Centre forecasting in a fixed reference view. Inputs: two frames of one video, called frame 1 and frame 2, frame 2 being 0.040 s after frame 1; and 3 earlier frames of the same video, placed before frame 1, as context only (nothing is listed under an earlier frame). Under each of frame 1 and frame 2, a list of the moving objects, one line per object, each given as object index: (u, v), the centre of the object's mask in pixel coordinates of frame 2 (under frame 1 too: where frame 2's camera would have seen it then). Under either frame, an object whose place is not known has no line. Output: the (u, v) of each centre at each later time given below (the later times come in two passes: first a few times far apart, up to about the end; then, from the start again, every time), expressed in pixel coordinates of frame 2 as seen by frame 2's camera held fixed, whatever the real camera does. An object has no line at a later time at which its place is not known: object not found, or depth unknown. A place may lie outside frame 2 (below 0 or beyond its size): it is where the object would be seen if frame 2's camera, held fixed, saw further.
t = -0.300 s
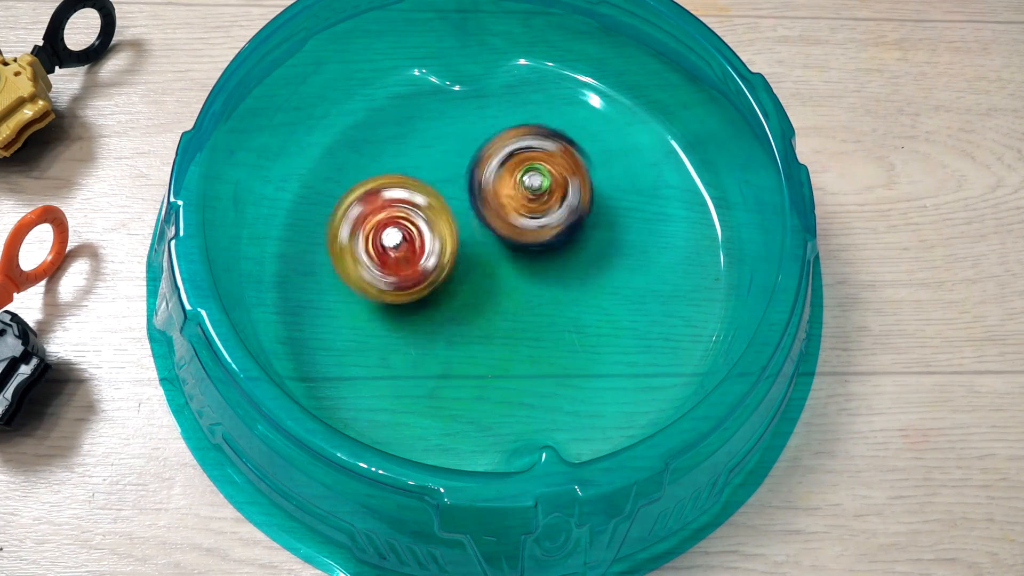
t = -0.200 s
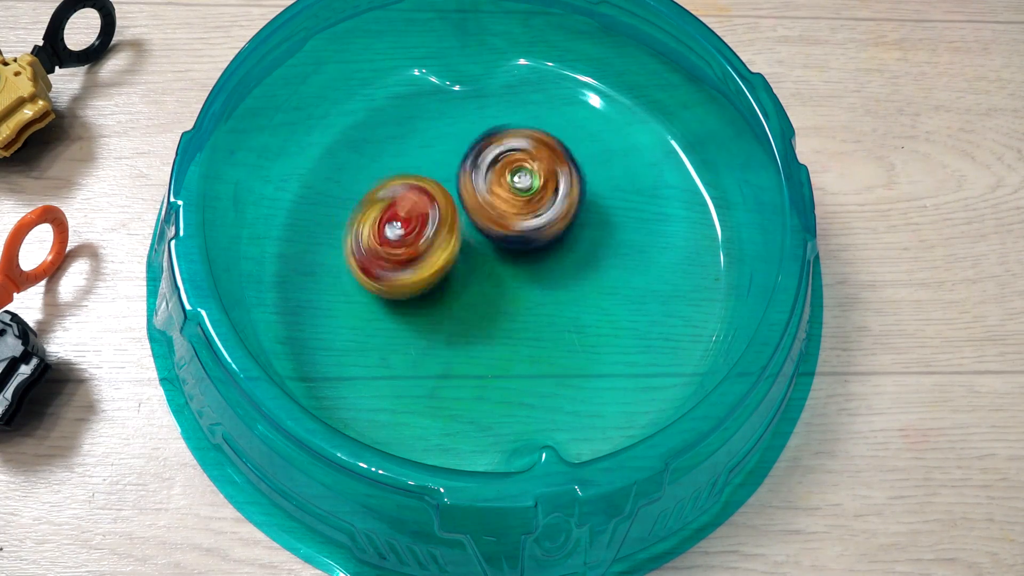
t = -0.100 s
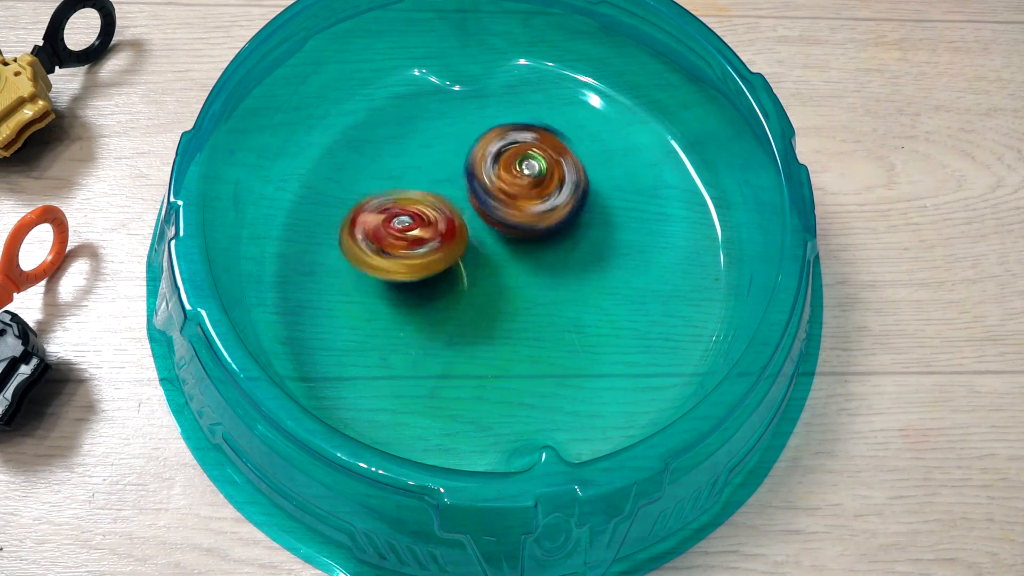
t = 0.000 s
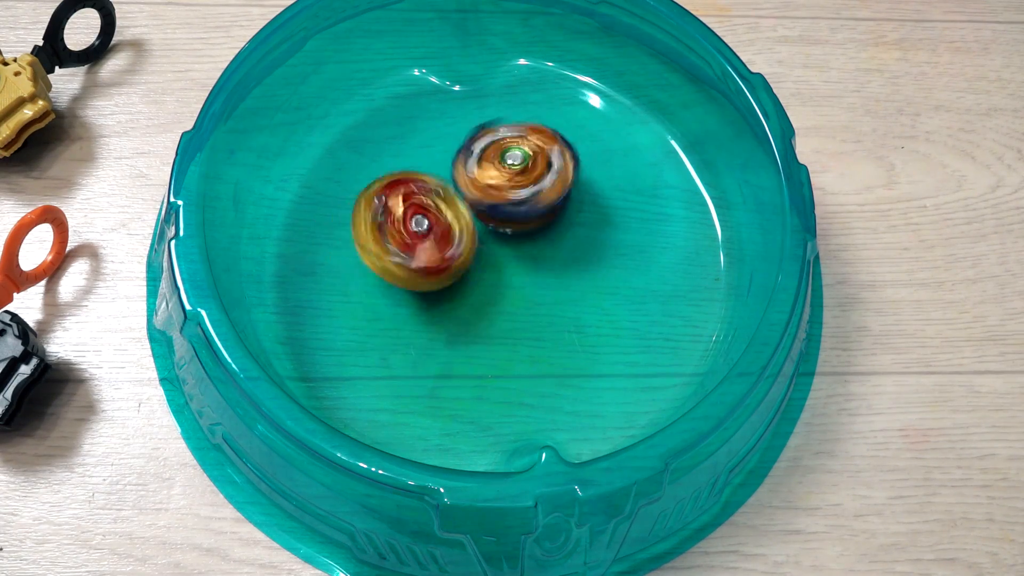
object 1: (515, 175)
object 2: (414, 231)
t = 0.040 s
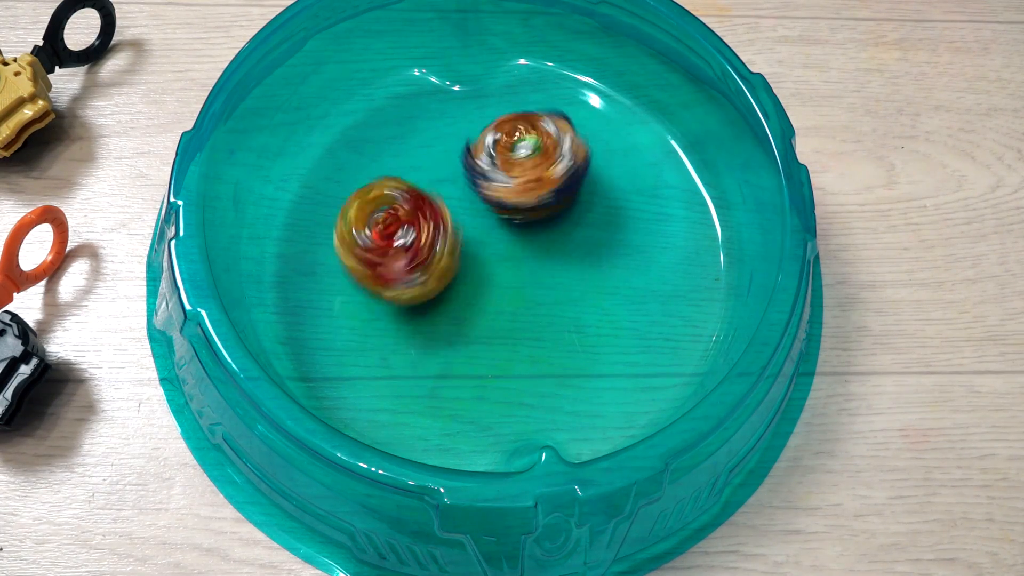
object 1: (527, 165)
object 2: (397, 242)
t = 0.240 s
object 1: (584, 148)
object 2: (363, 280)
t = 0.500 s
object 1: (575, 157)
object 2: (417, 267)
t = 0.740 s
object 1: (529, 161)
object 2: (451, 249)
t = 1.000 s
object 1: (501, 139)
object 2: (452, 254)
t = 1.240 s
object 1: (508, 132)
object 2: (452, 254)
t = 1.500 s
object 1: (515, 146)
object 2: (452, 254)
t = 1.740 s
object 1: (522, 145)
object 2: (452, 254)
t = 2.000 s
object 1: (504, 140)
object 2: (452, 254)
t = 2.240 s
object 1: (504, 136)
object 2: (452, 254)
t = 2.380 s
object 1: (508, 145)
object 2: (452, 254)
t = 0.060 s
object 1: (534, 160)
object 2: (391, 248)
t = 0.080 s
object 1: (541, 156)
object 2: (384, 256)
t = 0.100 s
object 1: (547, 153)
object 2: (377, 263)
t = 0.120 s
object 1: (553, 151)
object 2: (372, 265)
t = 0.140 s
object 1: (559, 150)
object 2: (367, 267)
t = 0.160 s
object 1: (566, 149)
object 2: (364, 269)
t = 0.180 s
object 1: (572, 148)
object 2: (363, 270)
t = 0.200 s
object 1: (577, 148)
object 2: (362, 271)
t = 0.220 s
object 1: (581, 149)
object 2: (362, 273)
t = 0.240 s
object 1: (584, 148)
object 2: (363, 280)
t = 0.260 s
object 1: (587, 149)
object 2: (366, 279)
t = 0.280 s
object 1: (588, 149)
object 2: (370, 280)
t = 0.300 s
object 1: (589, 148)
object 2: (374, 280)
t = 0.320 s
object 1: (588, 149)
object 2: (376, 281)
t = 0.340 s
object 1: (588, 149)
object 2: (379, 282)
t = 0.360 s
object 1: (587, 150)
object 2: (382, 281)
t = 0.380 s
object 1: (586, 150)
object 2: (387, 280)
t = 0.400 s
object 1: (585, 150)
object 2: (392, 279)
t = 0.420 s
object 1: (583, 151)
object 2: (397, 276)
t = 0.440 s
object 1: (581, 152)
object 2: (402, 274)
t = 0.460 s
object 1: (579, 154)
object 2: (408, 272)
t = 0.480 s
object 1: (577, 155)
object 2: (413, 270)
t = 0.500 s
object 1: (575, 157)
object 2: (417, 267)
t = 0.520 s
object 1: (573, 158)
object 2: (422, 265)
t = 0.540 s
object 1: (570, 159)
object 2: (427, 263)
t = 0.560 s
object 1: (568, 160)
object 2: (431, 260)
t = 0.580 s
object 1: (564, 161)
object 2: (434, 258)
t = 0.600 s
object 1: (561, 160)
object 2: (438, 256)
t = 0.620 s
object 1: (556, 160)
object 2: (441, 254)
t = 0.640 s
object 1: (552, 161)
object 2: (444, 252)
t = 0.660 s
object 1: (547, 162)
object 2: (446, 250)
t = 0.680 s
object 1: (543, 163)
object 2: (449, 248)
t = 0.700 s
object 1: (538, 164)
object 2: (450, 246)
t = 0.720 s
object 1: (534, 164)
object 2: (452, 246)
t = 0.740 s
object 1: (529, 161)
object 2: (451, 249)
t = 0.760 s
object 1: (526, 158)
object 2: (451, 251)
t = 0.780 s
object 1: (523, 157)
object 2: (451, 253)
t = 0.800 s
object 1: (520, 156)
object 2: (452, 253)
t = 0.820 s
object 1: (517, 155)
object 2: (452, 253)
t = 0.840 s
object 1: (514, 155)
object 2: (452, 254)
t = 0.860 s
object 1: (511, 153)
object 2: (452, 254)
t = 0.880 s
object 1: (508, 151)
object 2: (452, 255)
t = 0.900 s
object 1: (506, 149)
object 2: (452, 254)
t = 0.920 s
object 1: (504, 146)
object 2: (452, 254)
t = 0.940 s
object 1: (502, 144)
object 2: (452, 254)
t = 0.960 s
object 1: (501, 142)
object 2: (452, 254)
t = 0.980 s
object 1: (501, 141)
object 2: (452, 254)
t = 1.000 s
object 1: (501, 139)
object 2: (452, 254)
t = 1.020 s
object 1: (502, 137)
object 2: (452, 254)
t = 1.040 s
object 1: (503, 135)
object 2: (452, 254)
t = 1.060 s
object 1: (504, 134)
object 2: (452, 254)
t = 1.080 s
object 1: (506, 134)
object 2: (452, 254)
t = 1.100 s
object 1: (506, 133)
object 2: (452, 254)
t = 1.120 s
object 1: (506, 132)
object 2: (452, 254)
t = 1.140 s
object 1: (507, 131)
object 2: (452, 254)
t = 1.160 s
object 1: (508, 132)
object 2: (452, 254)
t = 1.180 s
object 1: (509, 132)
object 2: (452, 254)
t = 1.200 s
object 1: (508, 132)
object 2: (452, 254)
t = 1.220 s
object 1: (508, 132)
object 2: (452, 254)
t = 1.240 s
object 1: (508, 132)
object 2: (452, 254)
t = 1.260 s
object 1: (507, 133)
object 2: (452, 254)
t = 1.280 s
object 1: (507, 133)
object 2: (452, 254)
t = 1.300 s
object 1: (506, 134)
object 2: (452, 254)
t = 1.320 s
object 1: (505, 135)
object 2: (452, 254)
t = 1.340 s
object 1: (505, 136)
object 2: (452, 254)
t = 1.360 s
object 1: (505, 138)
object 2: (452, 254)
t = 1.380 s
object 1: (505, 139)
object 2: (452, 254)
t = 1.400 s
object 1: (506, 141)
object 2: (452, 254)
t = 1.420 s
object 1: (508, 143)
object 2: (452, 254)
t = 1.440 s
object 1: (509, 144)
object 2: (452, 254)
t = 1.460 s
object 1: (511, 145)
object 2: (452, 254)
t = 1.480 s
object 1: (513, 146)
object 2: (452, 254)
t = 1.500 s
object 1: (515, 146)
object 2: (452, 254)
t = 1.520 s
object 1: (516, 146)
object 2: (452, 254)
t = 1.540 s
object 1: (518, 146)
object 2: (452, 254)
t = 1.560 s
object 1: (520, 145)
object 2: (452, 254)
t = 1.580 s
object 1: (521, 145)
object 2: (452, 254)
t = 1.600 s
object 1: (522, 145)
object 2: (452, 254)
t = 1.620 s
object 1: (522, 144)
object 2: (452, 254)
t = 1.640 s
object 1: (523, 144)
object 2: (452, 254)
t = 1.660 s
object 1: (523, 144)
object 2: (452, 254)
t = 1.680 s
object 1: (523, 144)
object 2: (452, 254)
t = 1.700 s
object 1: (523, 144)
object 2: (452, 254)
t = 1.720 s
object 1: (522, 144)
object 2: (452, 254)
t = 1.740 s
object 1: (522, 145)
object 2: (452, 254)
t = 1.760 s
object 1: (521, 145)
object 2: (452, 254)
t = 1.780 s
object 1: (520, 145)
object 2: (452, 254)
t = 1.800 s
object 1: (519, 145)
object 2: (452, 254)
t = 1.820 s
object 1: (518, 146)
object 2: (452, 254)
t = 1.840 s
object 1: (516, 146)
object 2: (452, 254)
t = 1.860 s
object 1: (514, 146)
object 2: (452, 254)
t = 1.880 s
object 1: (513, 146)
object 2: (452, 254)
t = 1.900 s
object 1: (510, 145)
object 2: (452, 254)
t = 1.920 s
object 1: (509, 145)
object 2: (452, 254)
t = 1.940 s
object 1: (507, 143)
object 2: (452, 254)
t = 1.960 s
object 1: (506, 142)
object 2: (452, 254)
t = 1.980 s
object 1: (505, 141)
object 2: (452, 254)
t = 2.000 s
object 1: (504, 140)
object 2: (452, 254)
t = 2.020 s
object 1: (504, 139)
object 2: (452, 254)
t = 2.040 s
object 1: (504, 137)
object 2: (452, 254)
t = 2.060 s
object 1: (504, 137)
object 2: (452, 254)
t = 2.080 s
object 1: (504, 136)
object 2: (452, 254)
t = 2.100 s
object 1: (505, 135)
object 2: (452, 254)
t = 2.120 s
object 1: (505, 135)
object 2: (452, 254)
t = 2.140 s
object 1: (505, 135)
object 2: (452, 254)
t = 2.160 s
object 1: (505, 135)
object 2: (452, 254)
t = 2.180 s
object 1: (505, 135)
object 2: (452, 254)
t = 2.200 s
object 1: (505, 135)
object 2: (452, 254)
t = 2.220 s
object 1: (504, 136)
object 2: (452, 254)
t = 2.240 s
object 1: (504, 136)
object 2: (452, 254)
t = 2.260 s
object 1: (504, 137)
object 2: (452, 254)
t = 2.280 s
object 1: (504, 138)
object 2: (452, 254)
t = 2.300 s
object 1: (504, 139)
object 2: (452, 254)
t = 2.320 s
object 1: (504, 141)
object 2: (452, 254)
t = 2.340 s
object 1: (506, 142)
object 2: (452, 254)
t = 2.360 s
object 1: (507, 143)
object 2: (452, 254)
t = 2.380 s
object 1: (508, 145)
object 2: (452, 254)
